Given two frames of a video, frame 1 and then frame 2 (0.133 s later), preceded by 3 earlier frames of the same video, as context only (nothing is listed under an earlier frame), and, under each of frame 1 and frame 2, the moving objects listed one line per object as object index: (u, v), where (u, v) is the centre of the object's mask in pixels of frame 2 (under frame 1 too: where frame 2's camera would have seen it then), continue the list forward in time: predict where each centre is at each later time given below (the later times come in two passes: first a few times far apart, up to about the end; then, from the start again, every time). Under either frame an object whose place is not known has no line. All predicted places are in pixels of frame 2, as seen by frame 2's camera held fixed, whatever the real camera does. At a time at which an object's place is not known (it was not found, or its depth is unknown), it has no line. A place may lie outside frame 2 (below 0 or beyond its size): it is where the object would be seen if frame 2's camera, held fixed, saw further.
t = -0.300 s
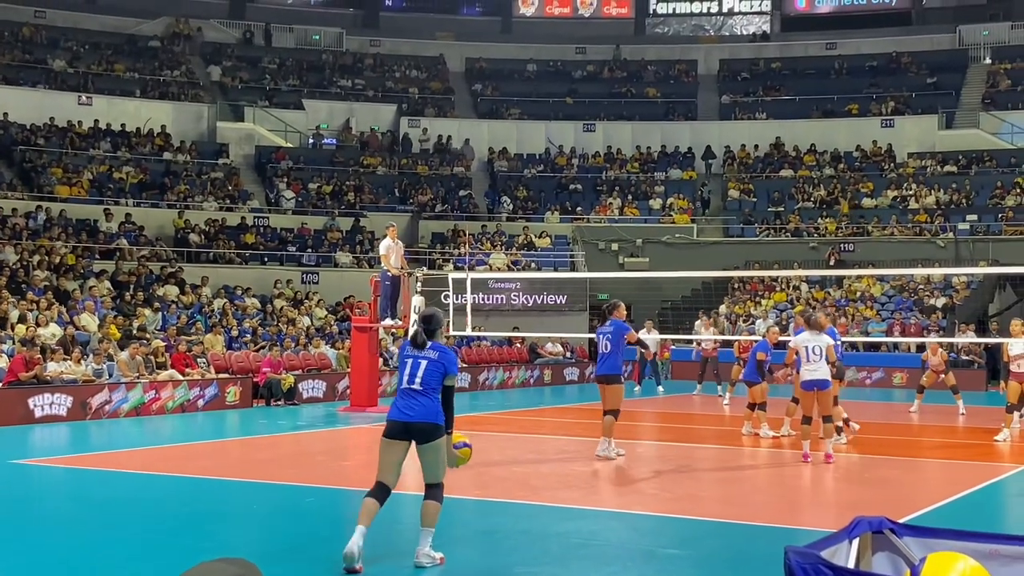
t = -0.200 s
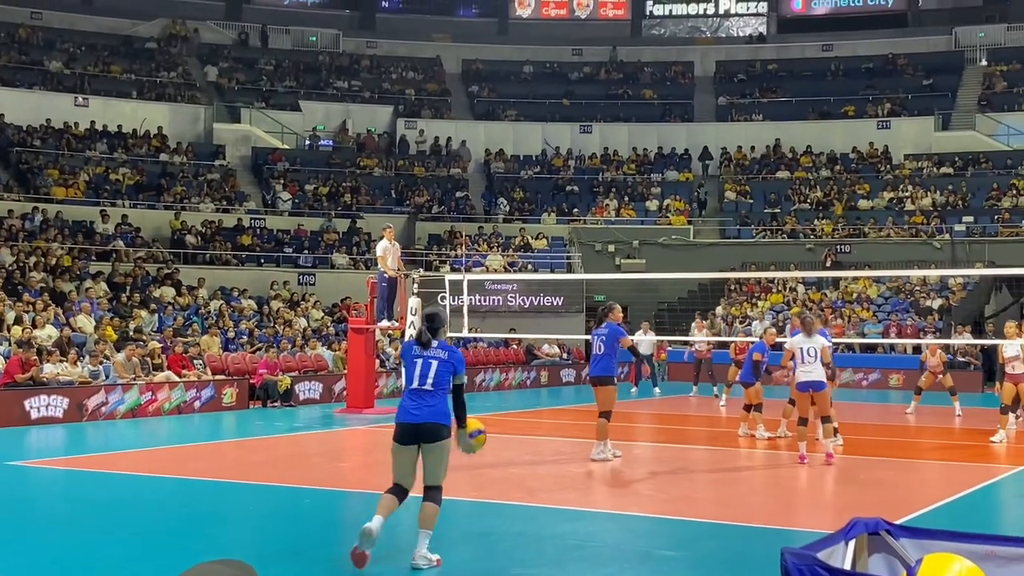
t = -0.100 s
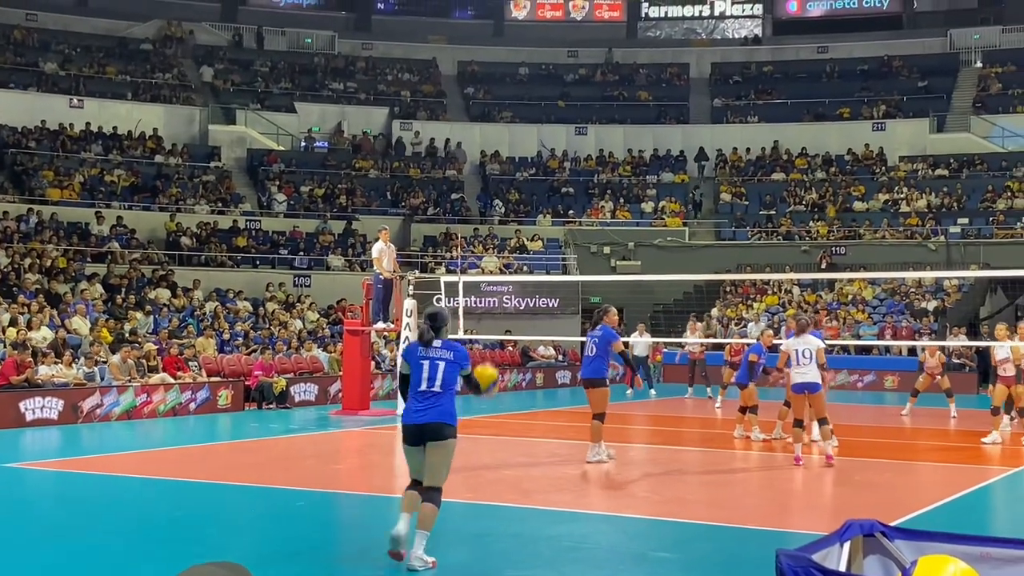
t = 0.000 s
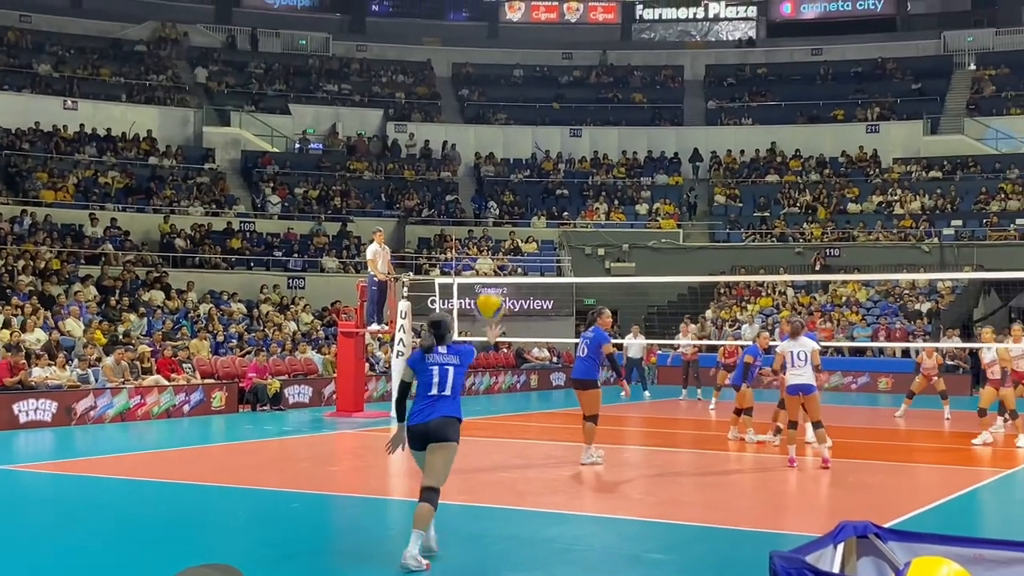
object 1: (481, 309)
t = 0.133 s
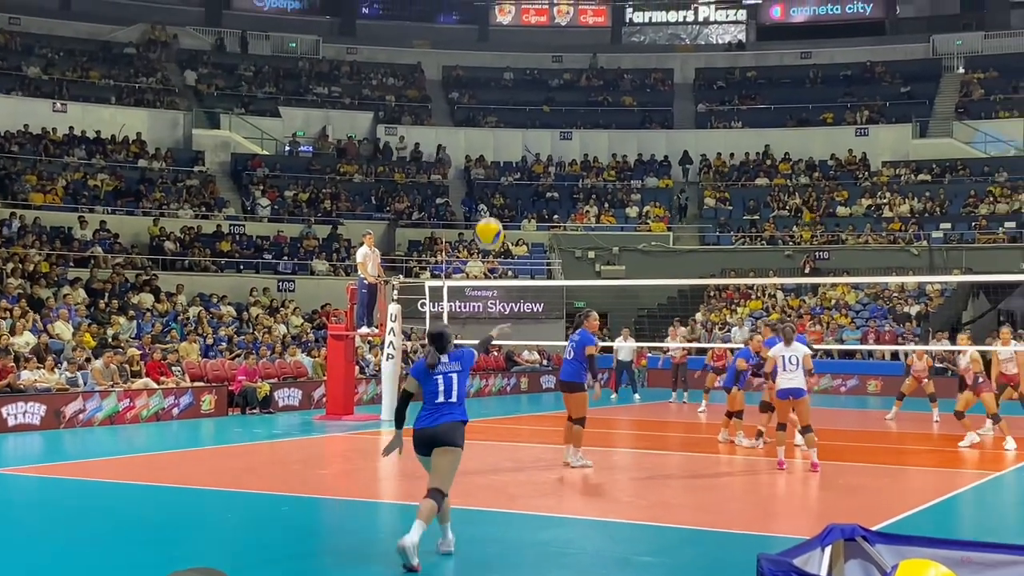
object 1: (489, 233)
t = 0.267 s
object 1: (498, 186)
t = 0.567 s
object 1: (516, 169)
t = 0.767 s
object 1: (526, 218)
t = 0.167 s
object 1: (491, 218)
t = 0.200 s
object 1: (493, 206)
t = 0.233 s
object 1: (496, 195)
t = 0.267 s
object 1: (498, 186)
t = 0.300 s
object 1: (500, 178)
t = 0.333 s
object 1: (502, 172)
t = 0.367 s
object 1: (504, 168)
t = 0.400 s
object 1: (506, 164)
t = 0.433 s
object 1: (508, 162)
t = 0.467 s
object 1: (510, 162)
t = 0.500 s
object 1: (512, 163)
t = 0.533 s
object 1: (514, 165)
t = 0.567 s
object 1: (516, 169)
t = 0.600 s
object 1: (517, 174)
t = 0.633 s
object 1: (519, 180)
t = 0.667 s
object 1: (521, 188)
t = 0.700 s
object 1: (523, 197)
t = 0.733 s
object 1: (525, 207)
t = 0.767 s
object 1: (526, 218)
